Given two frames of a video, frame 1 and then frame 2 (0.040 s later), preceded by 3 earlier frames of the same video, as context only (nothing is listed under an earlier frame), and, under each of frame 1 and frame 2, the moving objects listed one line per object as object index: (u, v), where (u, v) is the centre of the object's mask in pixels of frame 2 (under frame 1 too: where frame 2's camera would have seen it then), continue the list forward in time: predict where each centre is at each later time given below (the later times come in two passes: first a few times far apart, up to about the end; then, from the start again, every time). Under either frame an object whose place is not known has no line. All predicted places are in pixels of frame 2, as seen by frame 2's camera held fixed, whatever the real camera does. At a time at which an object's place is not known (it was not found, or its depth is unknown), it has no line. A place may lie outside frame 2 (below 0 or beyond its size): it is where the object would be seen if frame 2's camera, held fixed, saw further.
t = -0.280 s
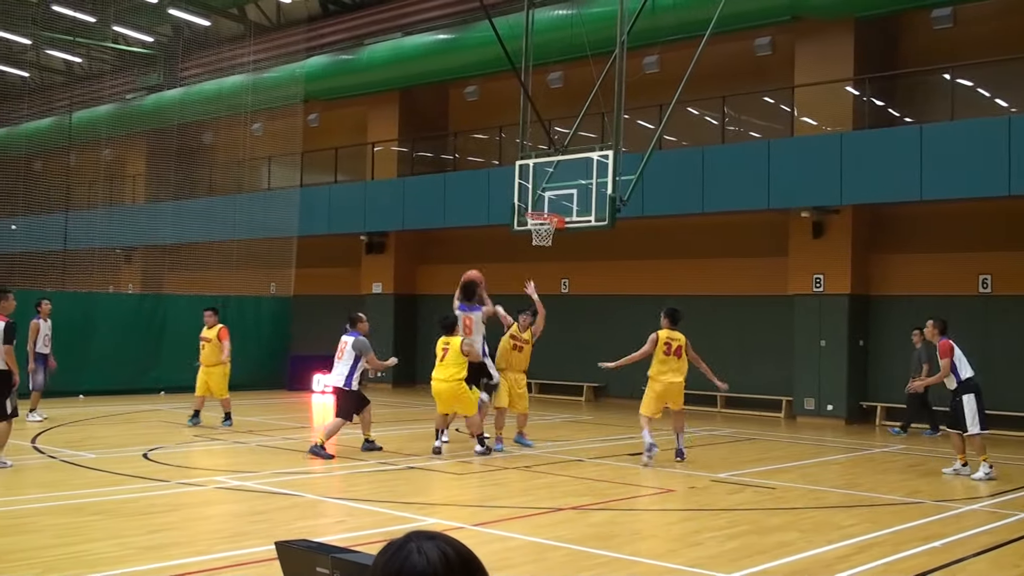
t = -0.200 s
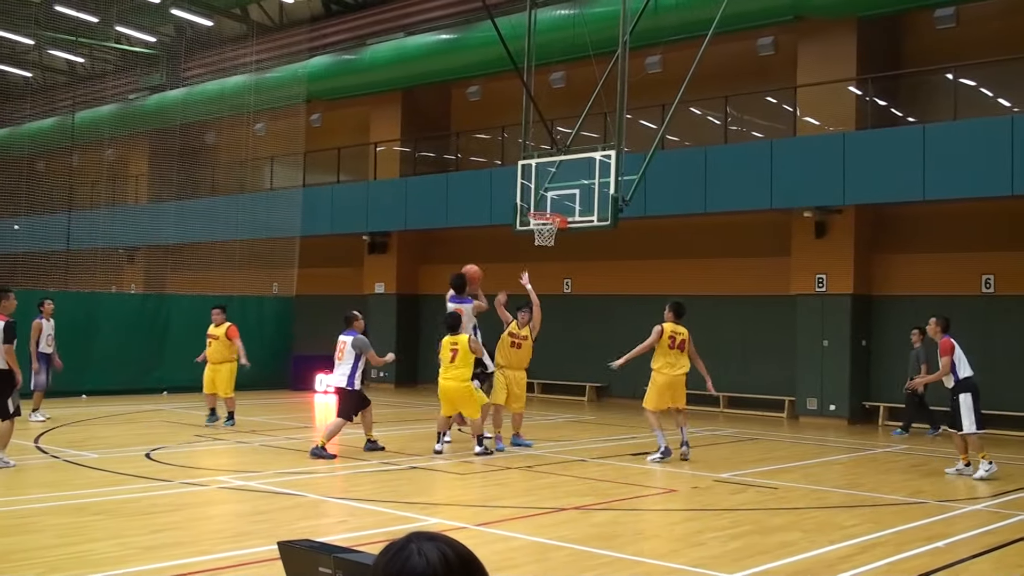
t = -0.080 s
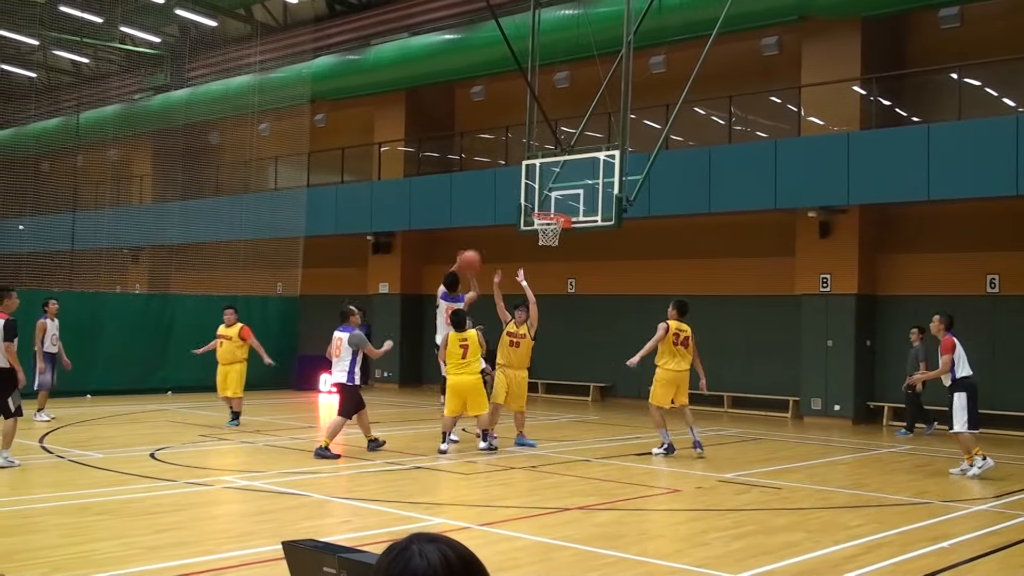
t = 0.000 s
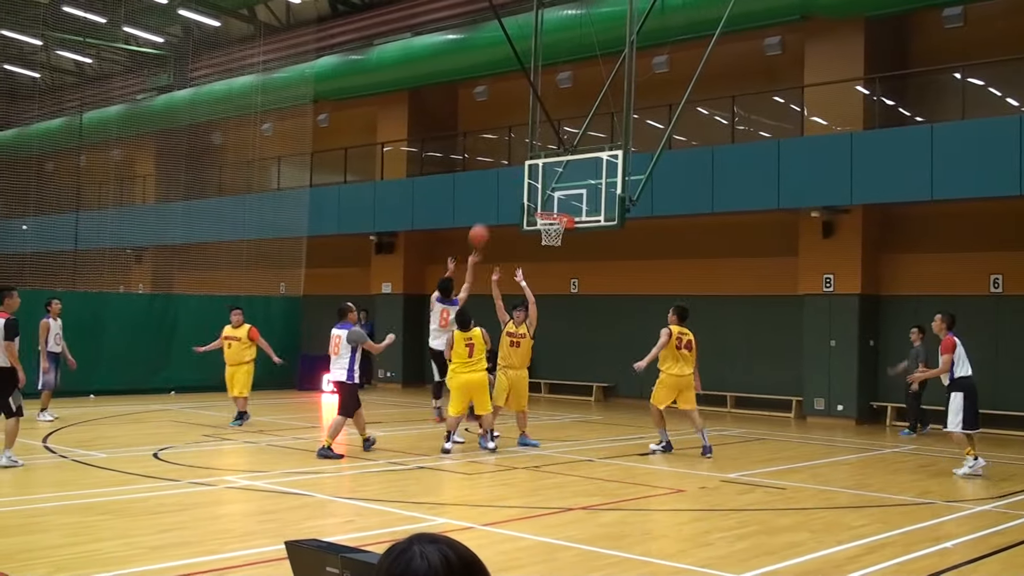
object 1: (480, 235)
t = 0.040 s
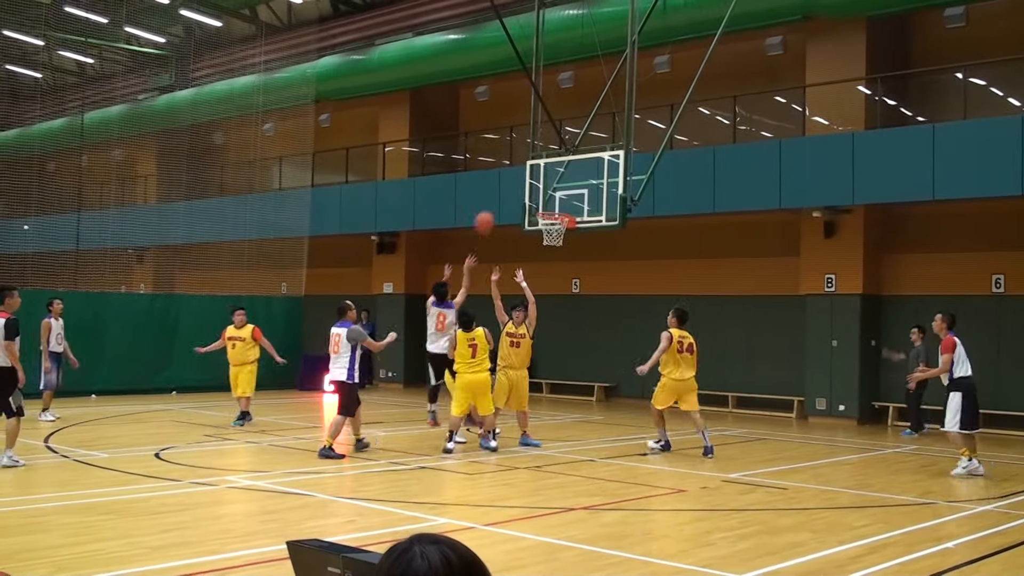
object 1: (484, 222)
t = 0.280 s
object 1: (509, 173)
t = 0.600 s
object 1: (537, 178)
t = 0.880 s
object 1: (548, 223)
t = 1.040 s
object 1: (546, 260)
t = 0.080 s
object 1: (489, 210)
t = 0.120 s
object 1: (493, 199)
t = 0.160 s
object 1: (497, 191)
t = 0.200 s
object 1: (501, 184)
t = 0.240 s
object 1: (505, 178)
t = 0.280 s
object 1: (509, 173)
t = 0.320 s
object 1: (512, 170)
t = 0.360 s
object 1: (516, 168)
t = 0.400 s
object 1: (520, 166)
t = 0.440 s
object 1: (523, 167)
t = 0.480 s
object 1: (527, 168)
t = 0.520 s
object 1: (530, 170)
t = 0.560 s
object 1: (533, 174)
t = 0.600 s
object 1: (537, 178)
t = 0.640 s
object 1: (540, 184)
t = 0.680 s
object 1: (543, 191)
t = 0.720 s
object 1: (546, 198)
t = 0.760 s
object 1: (549, 207)
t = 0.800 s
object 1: (549, 213)
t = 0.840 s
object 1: (549, 217)
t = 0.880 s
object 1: (548, 223)
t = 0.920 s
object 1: (548, 231)
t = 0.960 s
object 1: (547, 241)
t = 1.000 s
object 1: (546, 250)
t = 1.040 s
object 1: (546, 260)
